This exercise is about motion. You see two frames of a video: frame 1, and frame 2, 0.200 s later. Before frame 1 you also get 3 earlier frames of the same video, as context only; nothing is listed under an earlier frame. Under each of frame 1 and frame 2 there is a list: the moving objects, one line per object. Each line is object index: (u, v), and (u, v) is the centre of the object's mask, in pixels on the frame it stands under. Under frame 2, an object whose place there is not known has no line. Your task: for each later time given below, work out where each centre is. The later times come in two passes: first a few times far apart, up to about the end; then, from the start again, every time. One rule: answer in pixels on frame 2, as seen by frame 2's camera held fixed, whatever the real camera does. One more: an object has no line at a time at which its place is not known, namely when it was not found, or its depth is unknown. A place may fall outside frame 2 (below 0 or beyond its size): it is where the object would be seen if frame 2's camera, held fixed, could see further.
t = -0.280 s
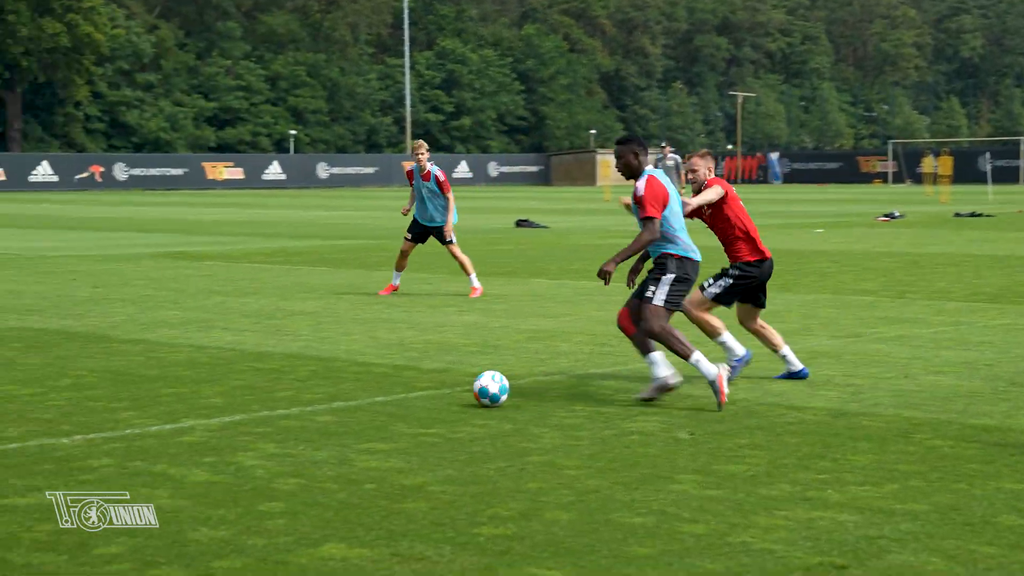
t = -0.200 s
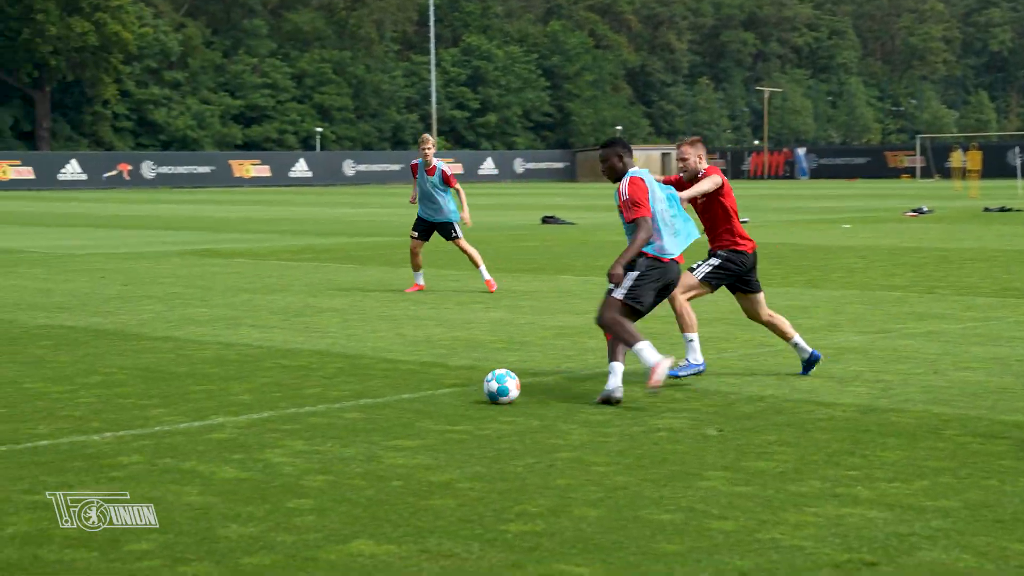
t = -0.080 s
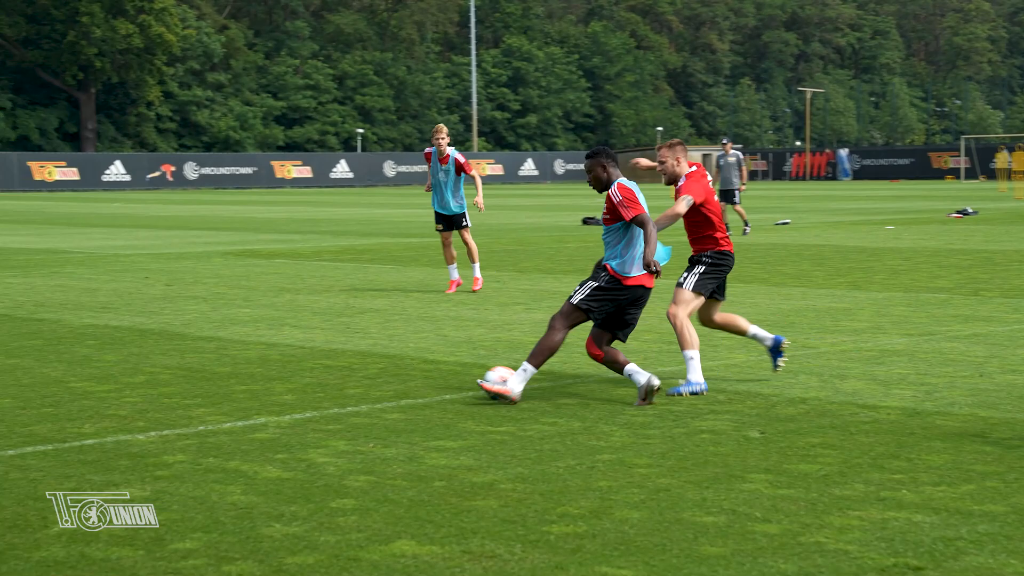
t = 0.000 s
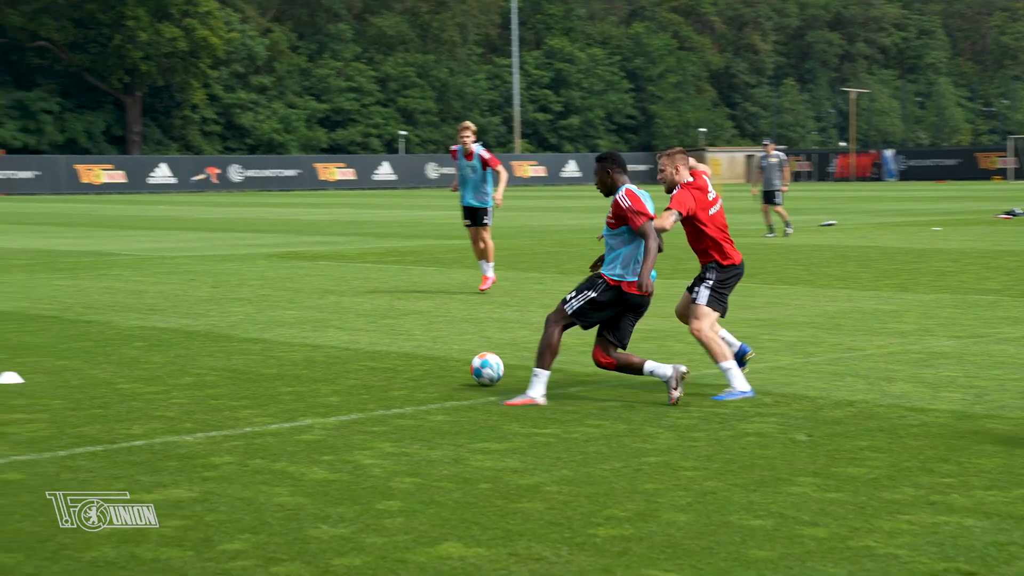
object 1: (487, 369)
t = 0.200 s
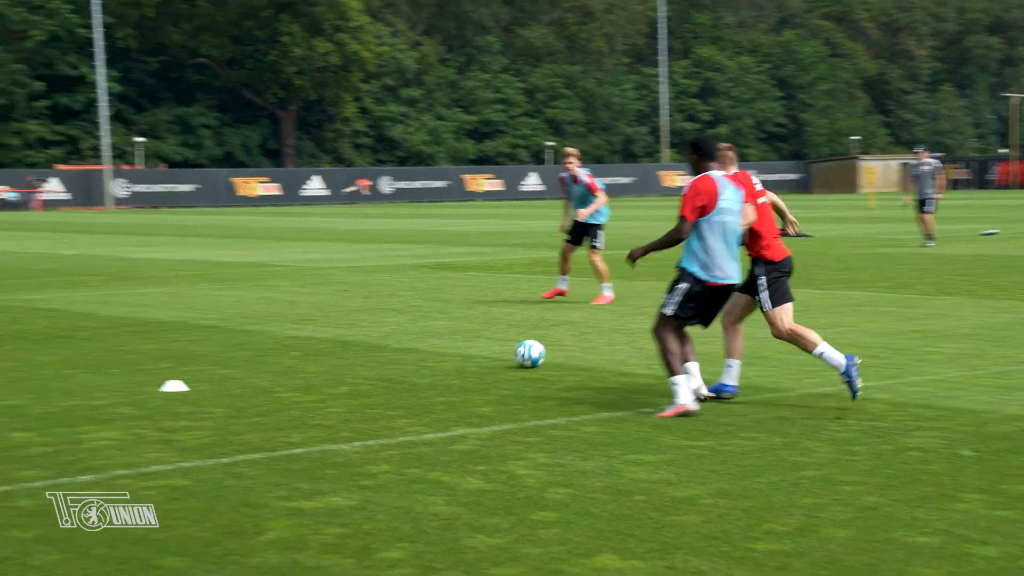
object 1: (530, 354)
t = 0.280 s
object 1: (499, 347)
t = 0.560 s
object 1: (421, 326)
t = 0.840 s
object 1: (366, 313)
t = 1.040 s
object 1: (335, 306)
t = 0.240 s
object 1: (513, 350)
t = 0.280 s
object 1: (499, 347)
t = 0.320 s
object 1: (485, 343)
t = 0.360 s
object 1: (473, 341)
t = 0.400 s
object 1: (461, 337)
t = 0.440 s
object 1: (450, 334)
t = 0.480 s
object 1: (440, 332)
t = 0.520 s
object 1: (430, 329)
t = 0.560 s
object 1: (421, 326)
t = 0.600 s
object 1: (412, 324)
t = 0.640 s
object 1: (404, 323)
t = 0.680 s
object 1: (396, 320)
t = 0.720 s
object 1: (388, 318)
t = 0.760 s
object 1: (380, 317)
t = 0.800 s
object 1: (373, 315)
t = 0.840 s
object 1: (366, 313)
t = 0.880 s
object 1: (359, 312)
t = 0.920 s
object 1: (353, 311)
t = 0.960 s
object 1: (347, 309)
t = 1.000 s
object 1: (341, 307)
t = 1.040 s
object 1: (335, 306)
